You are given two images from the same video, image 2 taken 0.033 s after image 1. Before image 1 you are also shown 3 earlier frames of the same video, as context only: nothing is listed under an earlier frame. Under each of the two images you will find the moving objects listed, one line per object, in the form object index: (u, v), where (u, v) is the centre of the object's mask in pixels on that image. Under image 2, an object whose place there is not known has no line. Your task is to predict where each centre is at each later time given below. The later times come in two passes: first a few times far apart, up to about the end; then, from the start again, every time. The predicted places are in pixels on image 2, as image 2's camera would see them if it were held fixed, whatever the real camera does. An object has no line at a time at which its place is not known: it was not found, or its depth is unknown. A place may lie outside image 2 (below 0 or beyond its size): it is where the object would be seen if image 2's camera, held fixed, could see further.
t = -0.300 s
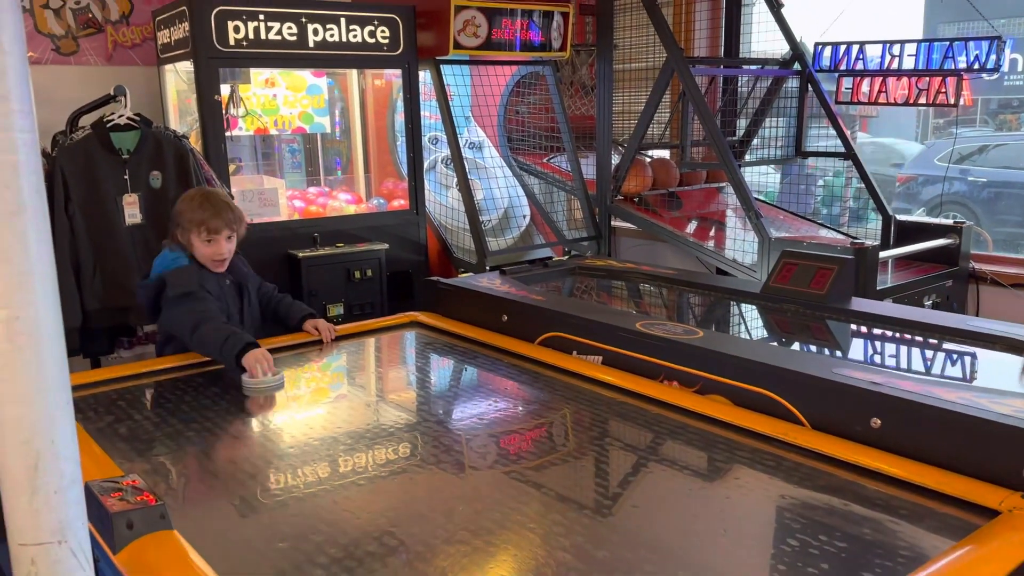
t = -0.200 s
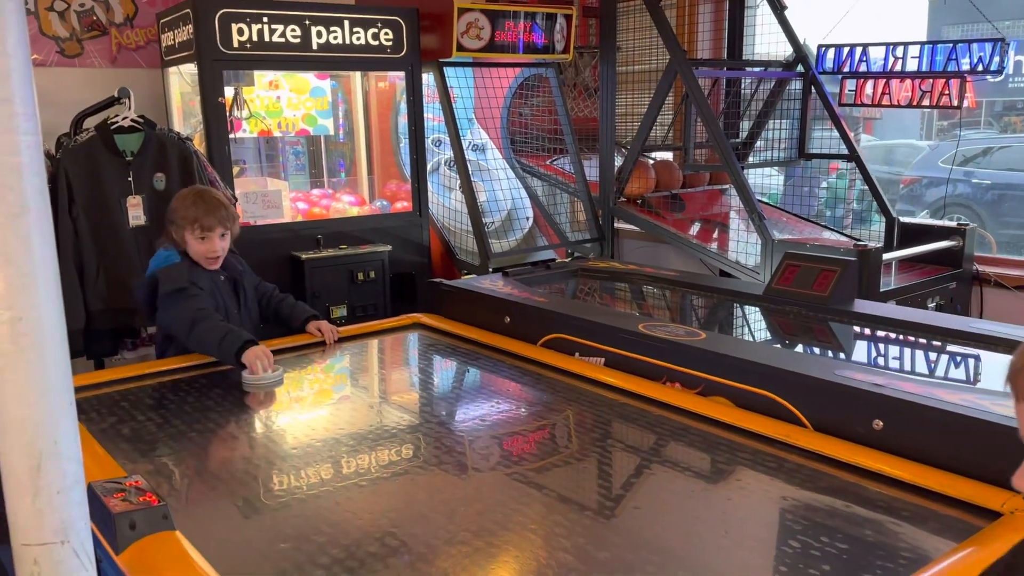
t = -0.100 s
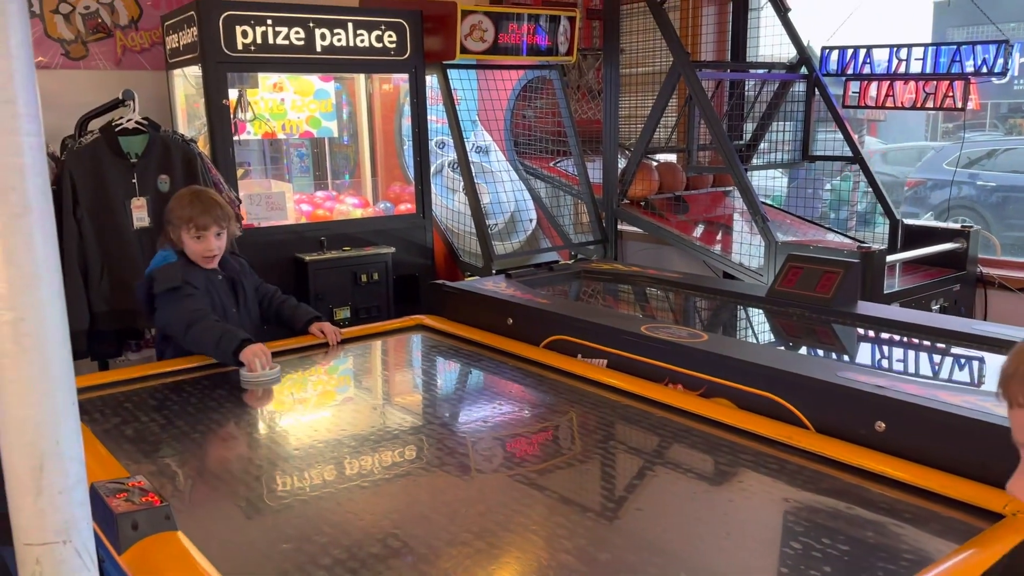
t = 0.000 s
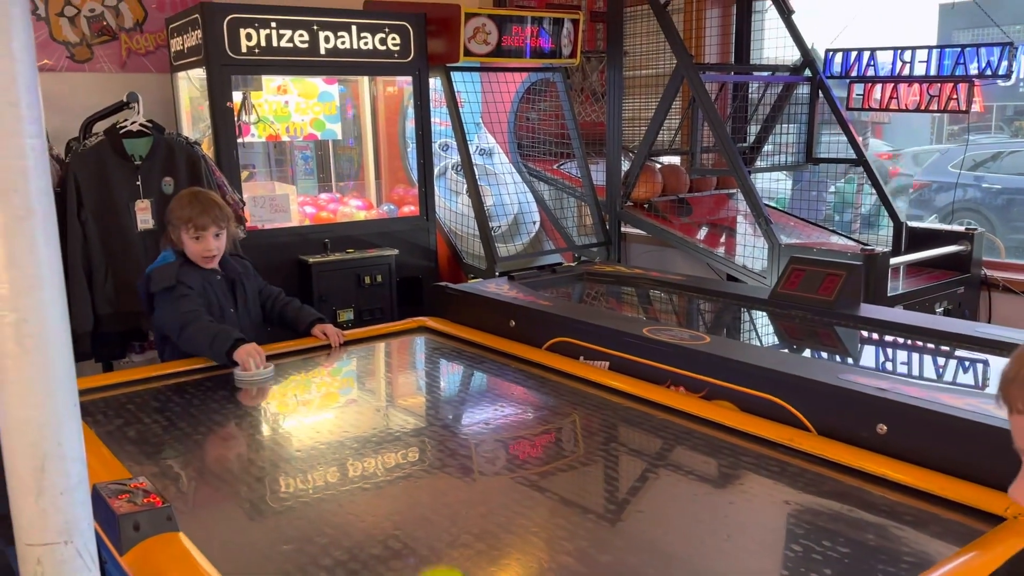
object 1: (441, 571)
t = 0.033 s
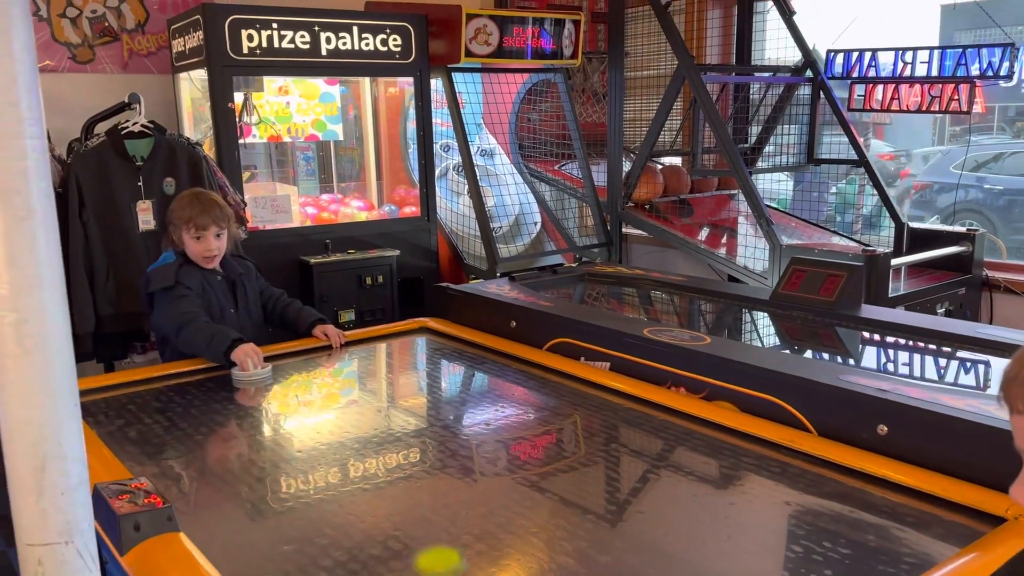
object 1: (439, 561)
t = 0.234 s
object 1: (427, 469)
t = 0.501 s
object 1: (417, 397)
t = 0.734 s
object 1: (413, 358)
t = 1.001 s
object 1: (431, 338)
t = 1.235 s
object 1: (479, 352)
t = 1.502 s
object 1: (520, 372)
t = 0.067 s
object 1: (436, 543)
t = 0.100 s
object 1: (434, 526)
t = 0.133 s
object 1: (432, 510)
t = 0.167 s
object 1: (430, 495)
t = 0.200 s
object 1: (429, 481)
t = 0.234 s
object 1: (427, 469)
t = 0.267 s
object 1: (425, 457)
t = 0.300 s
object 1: (425, 446)
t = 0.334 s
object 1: (423, 437)
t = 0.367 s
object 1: (421, 428)
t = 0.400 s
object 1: (420, 419)
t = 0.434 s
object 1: (419, 411)
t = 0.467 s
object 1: (418, 404)
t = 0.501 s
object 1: (417, 397)
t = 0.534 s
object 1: (416, 390)
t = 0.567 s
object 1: (415, 384)
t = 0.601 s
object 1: (415, 378)
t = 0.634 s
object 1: (415, 373)
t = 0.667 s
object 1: (414, 367)
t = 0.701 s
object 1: (413, 363)
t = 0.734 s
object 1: (413, 358)
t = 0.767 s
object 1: (412, 353)
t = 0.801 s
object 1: (412, 348)
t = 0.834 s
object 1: (411, 344)
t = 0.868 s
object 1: (411, 340)
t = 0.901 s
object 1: (410, 336)
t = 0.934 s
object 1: (414, 335)
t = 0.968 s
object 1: (423, 336)
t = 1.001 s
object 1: (431, 338)
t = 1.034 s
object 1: (440, 340)
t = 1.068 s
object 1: (448, 341)
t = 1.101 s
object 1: (456, 343)
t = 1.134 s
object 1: (464, 346)
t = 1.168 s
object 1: (470, 348)
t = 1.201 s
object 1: (474, 350)
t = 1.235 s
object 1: (479, 352)
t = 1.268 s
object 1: (484, 355)
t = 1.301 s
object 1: (489, 357)
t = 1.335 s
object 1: (494, 359)
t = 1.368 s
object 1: (499, 362)
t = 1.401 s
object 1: (504, 364)
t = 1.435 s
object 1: (509, 367)
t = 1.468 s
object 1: (514, 369)
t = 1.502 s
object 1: (520, 372)
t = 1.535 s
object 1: (525, 375)
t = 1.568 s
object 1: (531, 378)
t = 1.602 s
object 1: (537, 381)
